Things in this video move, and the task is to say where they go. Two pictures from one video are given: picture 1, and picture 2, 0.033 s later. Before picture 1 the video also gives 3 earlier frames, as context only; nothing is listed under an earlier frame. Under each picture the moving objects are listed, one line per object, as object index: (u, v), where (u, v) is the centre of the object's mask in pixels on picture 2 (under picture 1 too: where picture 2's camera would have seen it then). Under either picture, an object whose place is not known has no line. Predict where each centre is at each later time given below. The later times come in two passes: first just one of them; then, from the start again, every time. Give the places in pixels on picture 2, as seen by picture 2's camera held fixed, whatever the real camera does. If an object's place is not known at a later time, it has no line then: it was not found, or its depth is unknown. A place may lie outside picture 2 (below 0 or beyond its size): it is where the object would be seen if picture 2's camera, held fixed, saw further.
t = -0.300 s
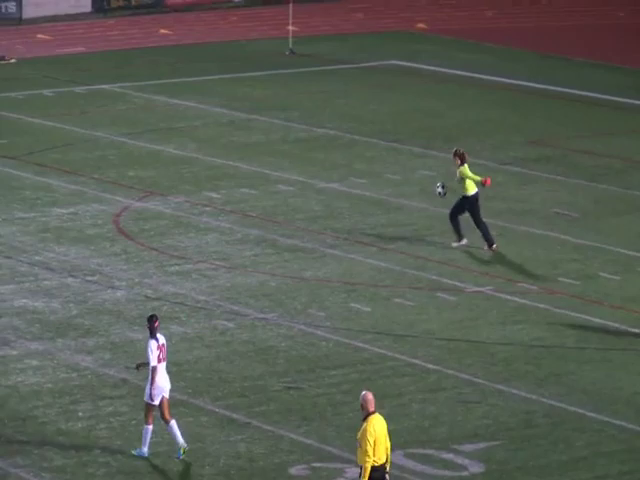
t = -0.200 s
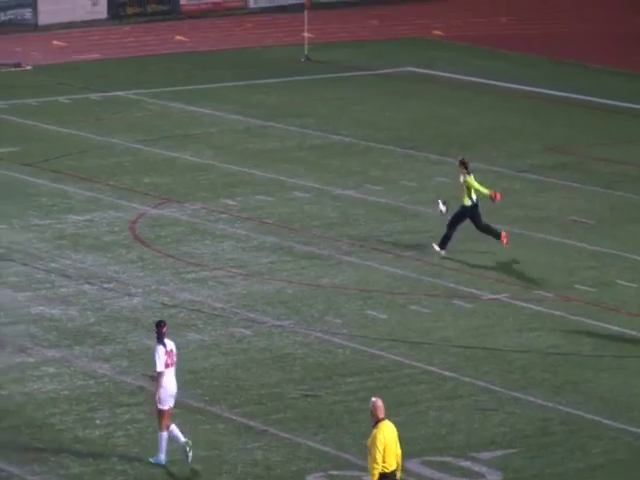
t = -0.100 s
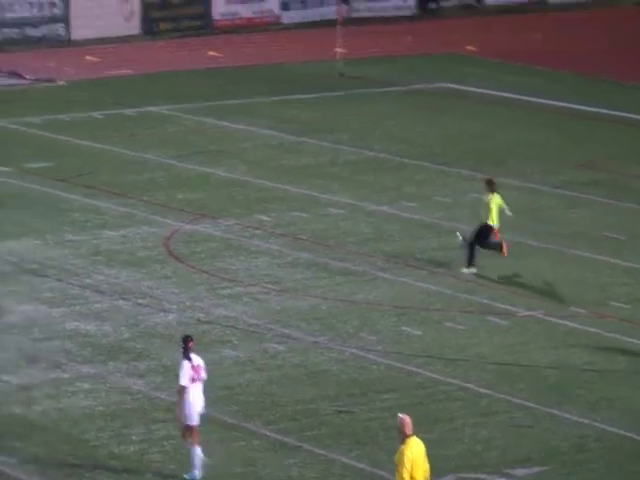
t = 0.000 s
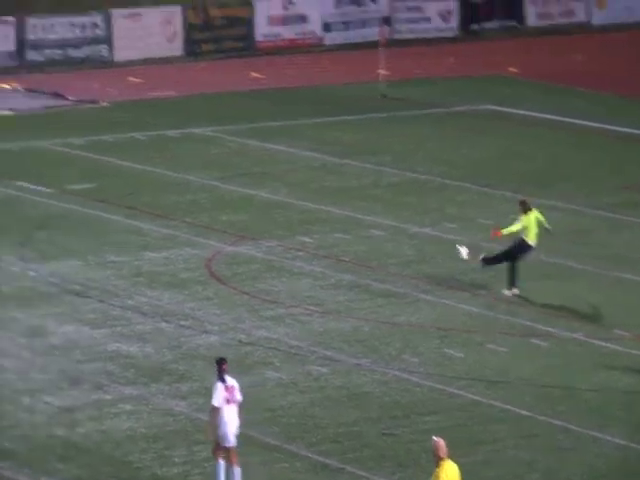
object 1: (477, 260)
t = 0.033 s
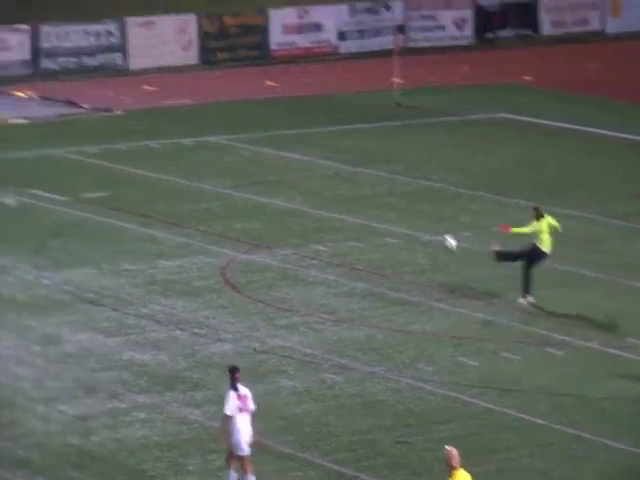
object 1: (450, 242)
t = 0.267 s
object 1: (257, 126)
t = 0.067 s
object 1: (422, 223)
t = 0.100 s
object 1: (394, 206)
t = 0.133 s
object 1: (368, 188)
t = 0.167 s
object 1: (340, 172)
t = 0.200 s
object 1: (313, 156)
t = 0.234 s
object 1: (285, 141)
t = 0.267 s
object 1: (257, 126)
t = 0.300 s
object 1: (229, 112)
